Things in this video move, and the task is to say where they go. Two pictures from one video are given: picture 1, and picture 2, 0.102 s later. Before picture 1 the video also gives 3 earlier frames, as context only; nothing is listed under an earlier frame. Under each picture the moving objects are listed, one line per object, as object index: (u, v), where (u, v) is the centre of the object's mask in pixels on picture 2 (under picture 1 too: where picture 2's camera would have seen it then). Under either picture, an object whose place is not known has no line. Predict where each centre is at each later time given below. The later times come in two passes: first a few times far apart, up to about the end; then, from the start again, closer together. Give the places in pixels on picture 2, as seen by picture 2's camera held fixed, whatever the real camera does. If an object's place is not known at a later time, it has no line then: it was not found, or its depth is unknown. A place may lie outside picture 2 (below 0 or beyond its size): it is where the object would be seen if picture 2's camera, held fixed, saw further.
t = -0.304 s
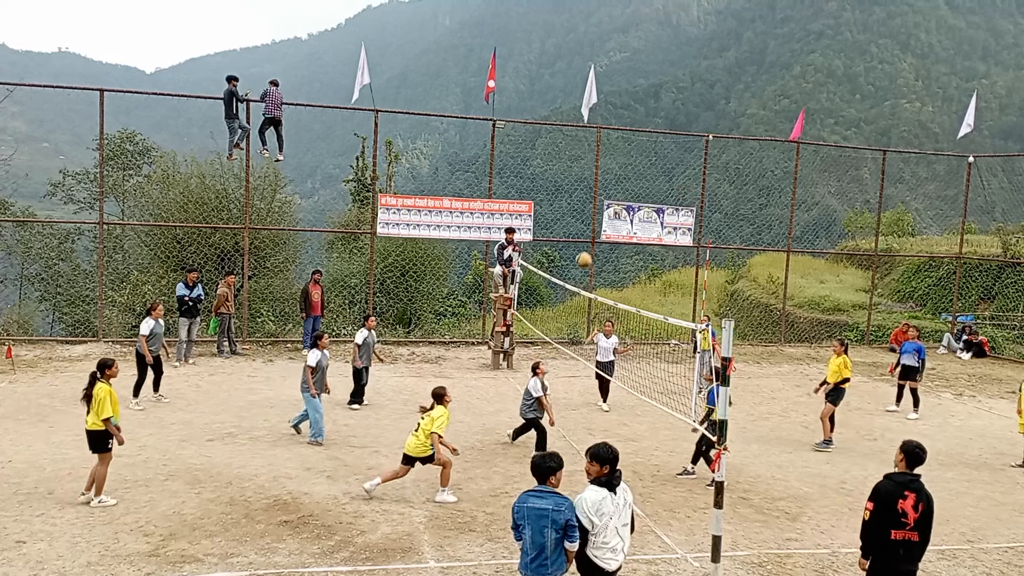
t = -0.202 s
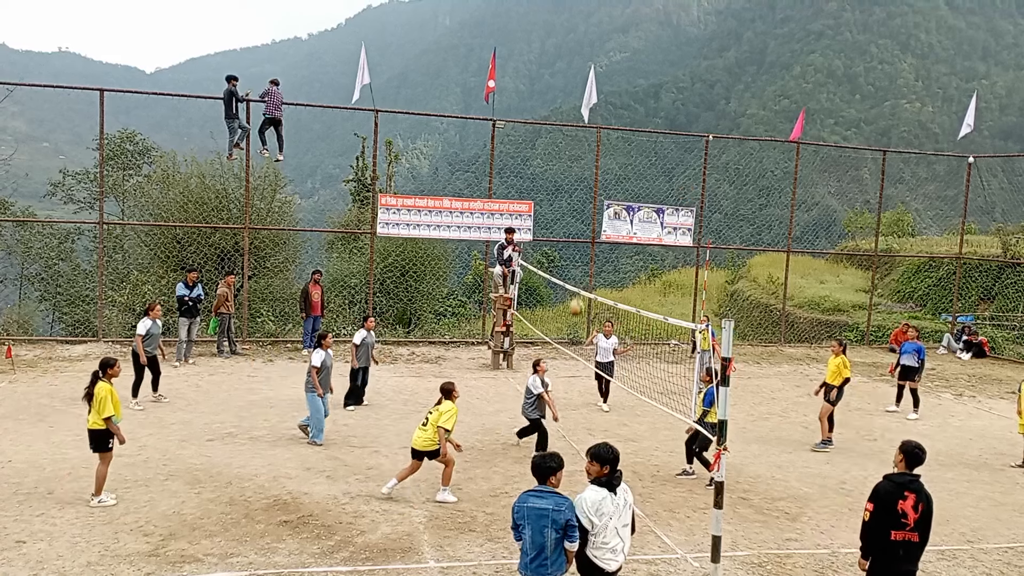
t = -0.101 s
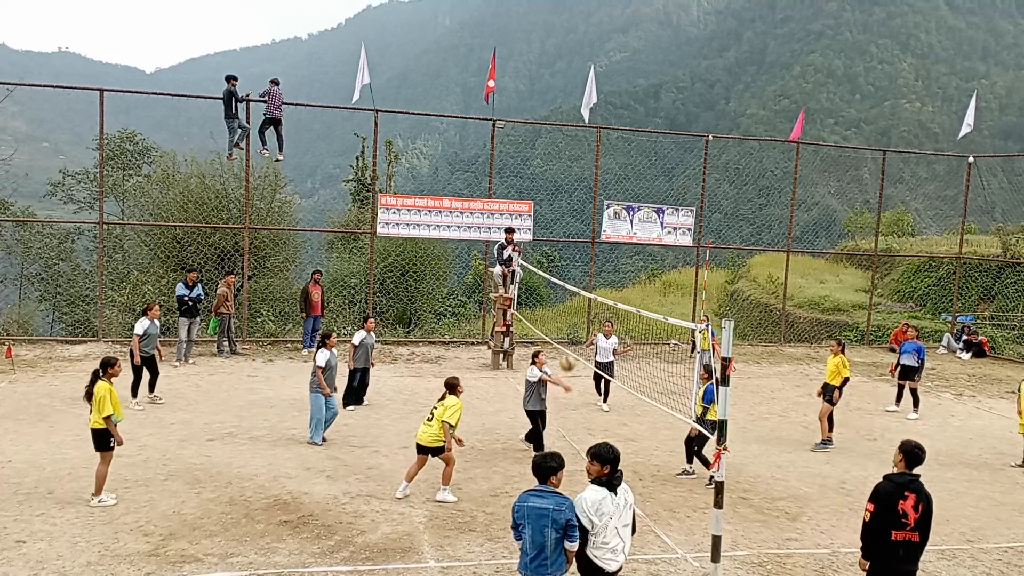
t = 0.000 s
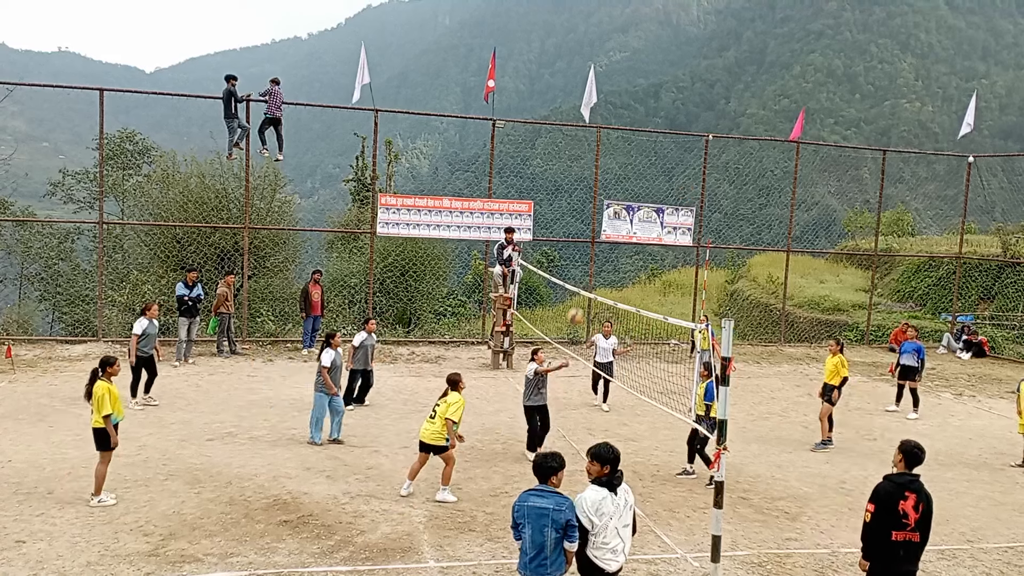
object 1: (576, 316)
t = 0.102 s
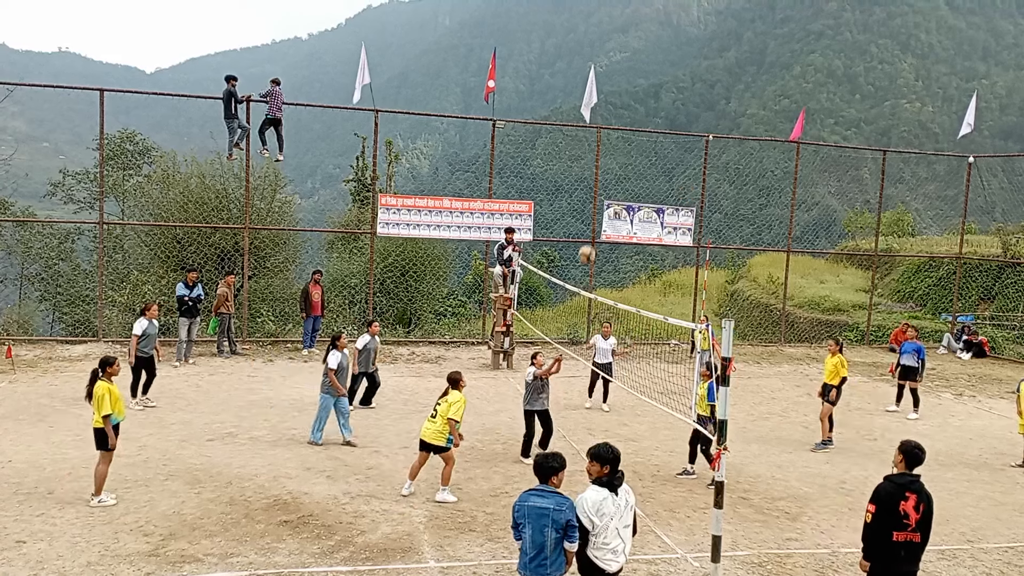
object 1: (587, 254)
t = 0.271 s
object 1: (604, 166)
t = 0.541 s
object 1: (629, 70)
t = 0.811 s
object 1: (652, 31)
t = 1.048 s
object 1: (668, 47)
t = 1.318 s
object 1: (682, 123)
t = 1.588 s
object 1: (689, 257)
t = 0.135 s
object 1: (590, 234)
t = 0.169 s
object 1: (593, 215)
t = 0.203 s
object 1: (597, 198)
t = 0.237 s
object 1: (602, 182)
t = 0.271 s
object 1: (604, 166)
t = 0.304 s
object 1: (607, 152)
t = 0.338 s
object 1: (611, 137)
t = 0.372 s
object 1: (614, 124)
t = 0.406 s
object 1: (617, 111)
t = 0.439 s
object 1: (620, 99)
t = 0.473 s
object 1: (623, 88)
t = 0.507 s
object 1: (627, 79)
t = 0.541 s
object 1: (629, 70)
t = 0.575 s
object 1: (632, 62)
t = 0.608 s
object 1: (635, 54)
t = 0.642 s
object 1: (639, 48)
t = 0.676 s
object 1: (641, 43)
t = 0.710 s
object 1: (644, 39)
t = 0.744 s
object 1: (647, 36)
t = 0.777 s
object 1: (649, 33)
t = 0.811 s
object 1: (652, 31)
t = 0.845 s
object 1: (654, 31)
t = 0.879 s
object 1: (657, 31)
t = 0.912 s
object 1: (659, 32)
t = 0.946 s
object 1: (662, 35)
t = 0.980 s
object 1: (664, 38)
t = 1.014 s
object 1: (666, 42)
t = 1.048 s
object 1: (668, 47)
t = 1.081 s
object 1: (670, 54)
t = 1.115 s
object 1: (672, 61)
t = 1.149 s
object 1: (674, 69)
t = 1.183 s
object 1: (676, 78)
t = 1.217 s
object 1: (678, 88)
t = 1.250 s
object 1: (679, 98)
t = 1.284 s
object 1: (681, 111)
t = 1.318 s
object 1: (682, 123)
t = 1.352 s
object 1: (683, 137)
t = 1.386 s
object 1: (684, 152)
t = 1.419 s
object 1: (685, 167)
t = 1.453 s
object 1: (686, 183)
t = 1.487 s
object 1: (687, 200)
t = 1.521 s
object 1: (688, 218)
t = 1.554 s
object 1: (689, 237)
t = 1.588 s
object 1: (689, 257)
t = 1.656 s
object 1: (690, 296)
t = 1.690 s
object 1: (692, 317)
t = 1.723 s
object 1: (691, 342)
